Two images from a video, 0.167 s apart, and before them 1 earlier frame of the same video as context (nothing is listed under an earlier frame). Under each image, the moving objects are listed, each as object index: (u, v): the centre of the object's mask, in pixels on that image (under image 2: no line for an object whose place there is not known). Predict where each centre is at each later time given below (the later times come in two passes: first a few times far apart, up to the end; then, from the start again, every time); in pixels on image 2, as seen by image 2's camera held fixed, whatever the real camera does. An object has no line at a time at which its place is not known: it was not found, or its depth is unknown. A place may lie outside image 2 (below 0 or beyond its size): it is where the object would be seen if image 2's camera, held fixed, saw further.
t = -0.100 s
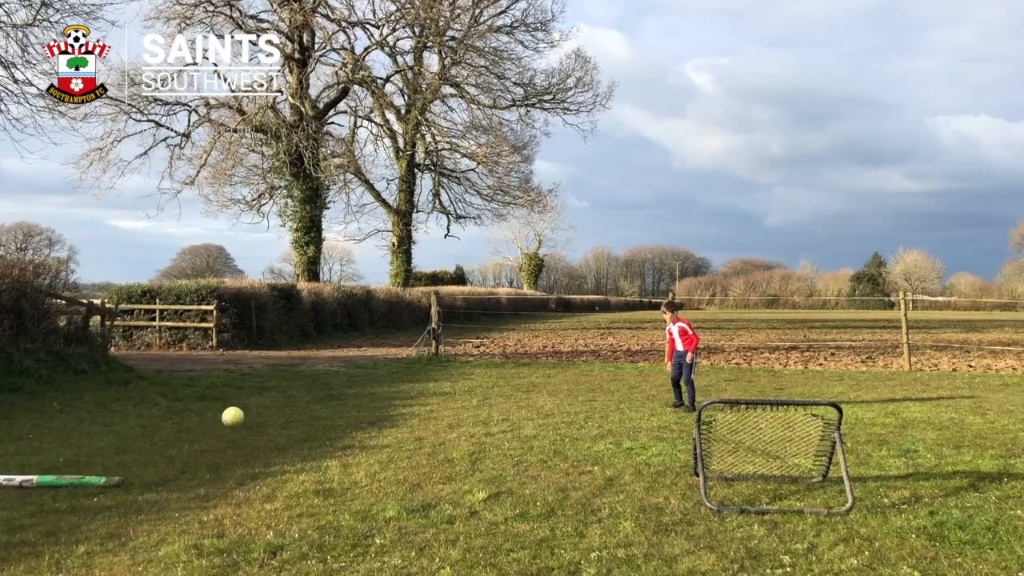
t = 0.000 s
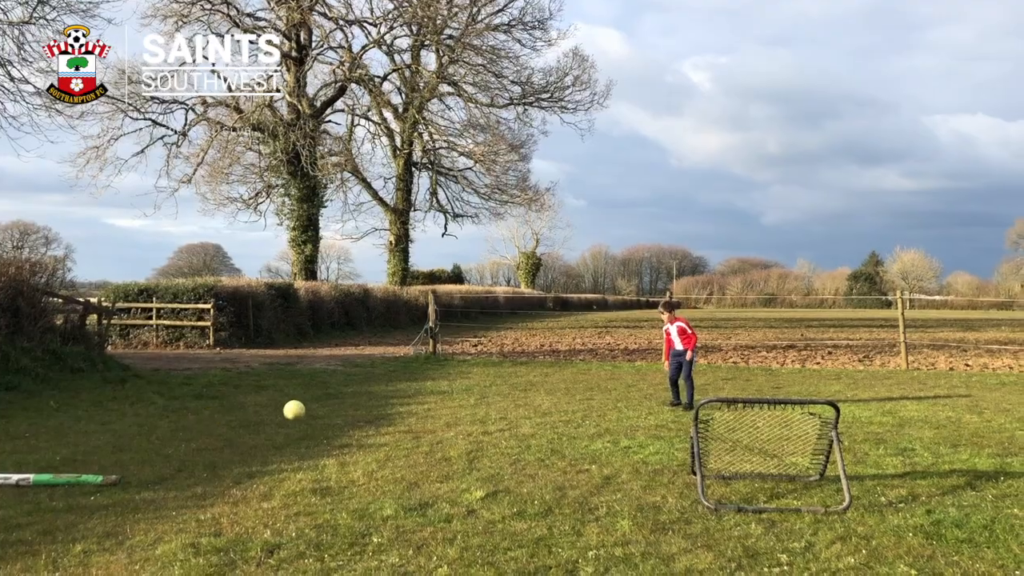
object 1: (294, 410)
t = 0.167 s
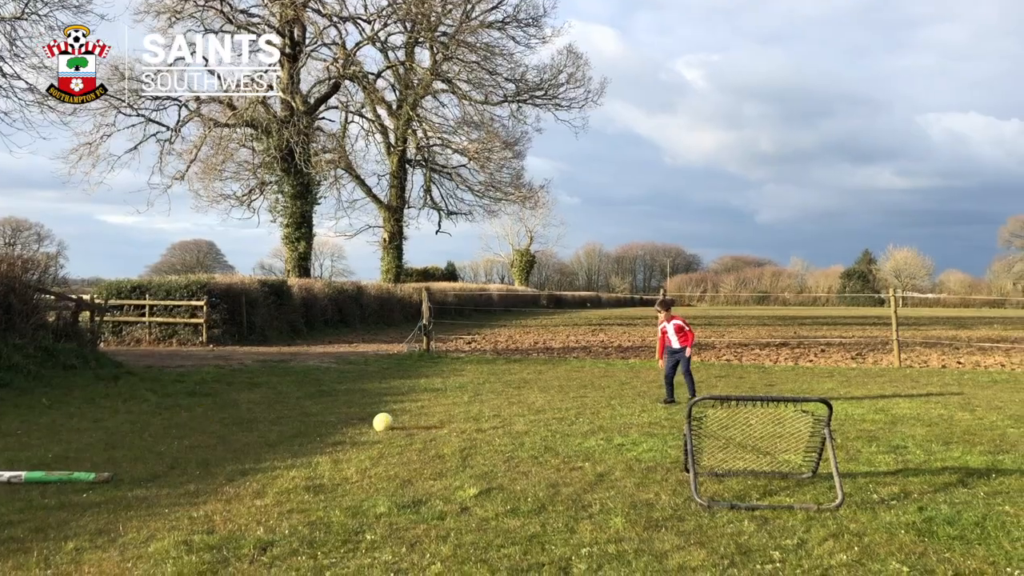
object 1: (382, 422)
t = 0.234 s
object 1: (417, 411)
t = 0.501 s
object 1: (542, 406)
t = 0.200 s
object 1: (400, 416)
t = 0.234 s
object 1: (417, 411)
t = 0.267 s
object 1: (435, 408)
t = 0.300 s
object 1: (451, 405)
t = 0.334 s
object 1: (467, 403)
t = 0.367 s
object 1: (483, 403)
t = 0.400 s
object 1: (498, 404)
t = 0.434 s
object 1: (513, 405)
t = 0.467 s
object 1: (527, 408)
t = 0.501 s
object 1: (542, 406)
